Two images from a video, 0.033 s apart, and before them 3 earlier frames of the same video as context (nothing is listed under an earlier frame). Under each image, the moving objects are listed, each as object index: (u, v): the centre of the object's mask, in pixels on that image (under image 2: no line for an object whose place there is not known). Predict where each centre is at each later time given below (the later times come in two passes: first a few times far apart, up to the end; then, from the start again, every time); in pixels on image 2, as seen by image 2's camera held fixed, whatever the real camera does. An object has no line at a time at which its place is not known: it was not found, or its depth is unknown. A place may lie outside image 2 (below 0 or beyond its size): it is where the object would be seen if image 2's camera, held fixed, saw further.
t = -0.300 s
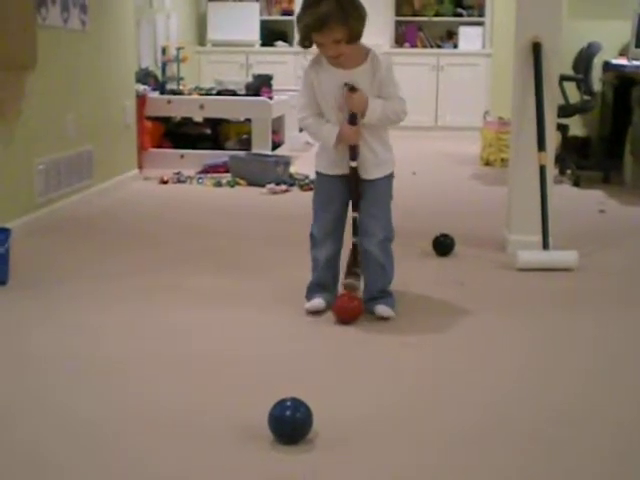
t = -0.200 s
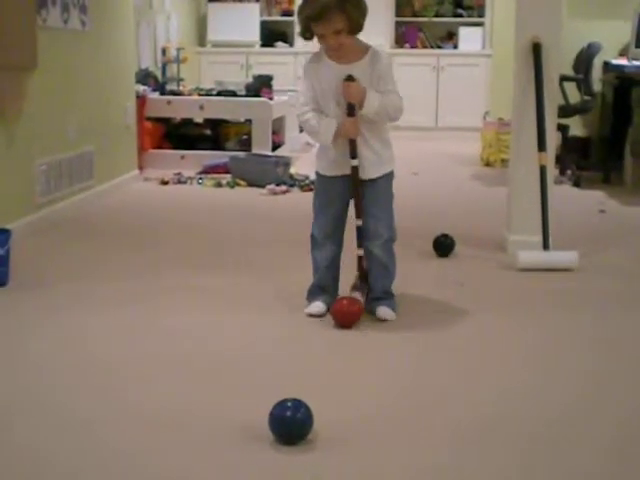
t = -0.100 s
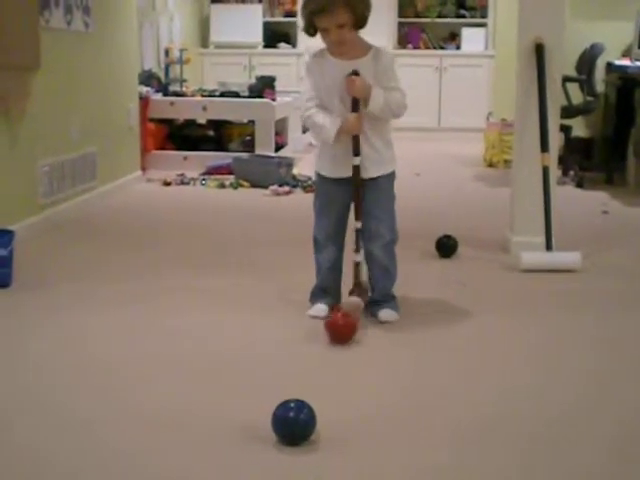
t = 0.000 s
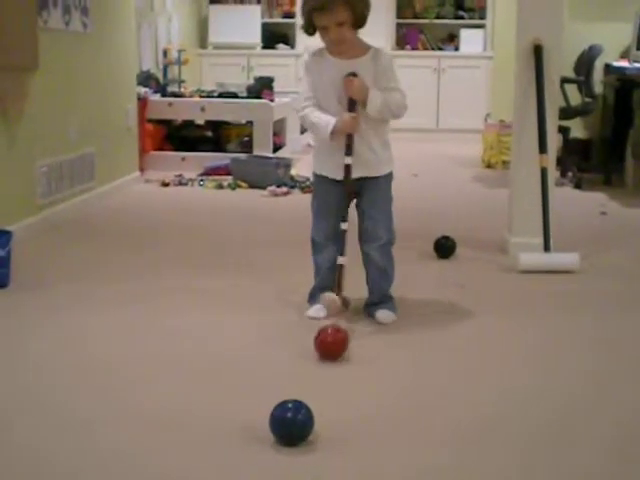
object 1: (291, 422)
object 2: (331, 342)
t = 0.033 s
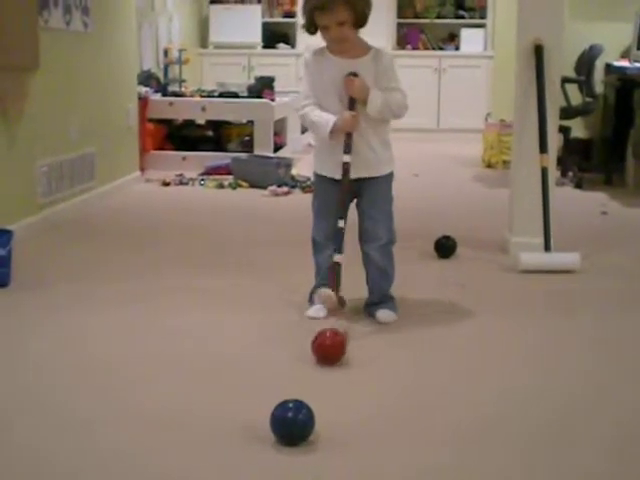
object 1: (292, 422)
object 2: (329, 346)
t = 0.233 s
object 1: (292, 422)
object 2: (311, 379)
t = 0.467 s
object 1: (285, 440)
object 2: (292, 404)
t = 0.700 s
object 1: (271, 474)
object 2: (276, 421)
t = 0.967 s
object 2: (262, 434)
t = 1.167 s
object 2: (251, 440)
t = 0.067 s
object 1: (292, 422)
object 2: (326, 351)
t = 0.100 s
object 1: (292, 422)
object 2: (324, 356)
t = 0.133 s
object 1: (291, 422)
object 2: (320, 362)
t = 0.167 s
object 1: (292, 422)
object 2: (318, 367)
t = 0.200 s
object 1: (292, 422)
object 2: (315, 374)
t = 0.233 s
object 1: (292, 422)
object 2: (311, 379)
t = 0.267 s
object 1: (292, 422)
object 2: (308, 384)
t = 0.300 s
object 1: (291, 422)
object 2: (306, 388)
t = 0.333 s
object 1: (291, 422)
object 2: (303, 392)
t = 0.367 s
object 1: (291, 422)
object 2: (300, 396)
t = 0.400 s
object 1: (289, 428)
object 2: (298, 398)
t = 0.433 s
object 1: (287, 434)
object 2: (295, 401)
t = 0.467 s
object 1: (285, 440)
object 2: (292, 404)
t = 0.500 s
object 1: (282, 445)
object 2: (289, 406)
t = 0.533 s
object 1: (280, 449)
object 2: (286, 409)
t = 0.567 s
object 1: (278, 455)
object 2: (284, 413)
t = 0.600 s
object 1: (276, 460)
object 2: (282, 414)
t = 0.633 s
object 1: (274, 466)
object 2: (280, 417)
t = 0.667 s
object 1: (272, 470)
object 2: (278, 419)
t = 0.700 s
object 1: (271, 474)
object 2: (276, 421)
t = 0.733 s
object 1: (269, 476)
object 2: (274, 423)
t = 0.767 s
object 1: (267, 477)
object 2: (272, 425)
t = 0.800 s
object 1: (264, 479)
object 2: (270, 426)
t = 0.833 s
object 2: (269, 428)
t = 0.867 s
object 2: (267, 429)
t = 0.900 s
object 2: (265, 430)
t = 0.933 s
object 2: (263, 433)
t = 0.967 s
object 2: (262, 434)
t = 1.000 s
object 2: (260, 435)
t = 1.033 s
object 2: (258, 437)
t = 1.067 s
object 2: (256, 438)
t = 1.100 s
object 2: (255, 439)
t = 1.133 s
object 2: (253, 440)
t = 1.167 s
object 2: (251, 440)
